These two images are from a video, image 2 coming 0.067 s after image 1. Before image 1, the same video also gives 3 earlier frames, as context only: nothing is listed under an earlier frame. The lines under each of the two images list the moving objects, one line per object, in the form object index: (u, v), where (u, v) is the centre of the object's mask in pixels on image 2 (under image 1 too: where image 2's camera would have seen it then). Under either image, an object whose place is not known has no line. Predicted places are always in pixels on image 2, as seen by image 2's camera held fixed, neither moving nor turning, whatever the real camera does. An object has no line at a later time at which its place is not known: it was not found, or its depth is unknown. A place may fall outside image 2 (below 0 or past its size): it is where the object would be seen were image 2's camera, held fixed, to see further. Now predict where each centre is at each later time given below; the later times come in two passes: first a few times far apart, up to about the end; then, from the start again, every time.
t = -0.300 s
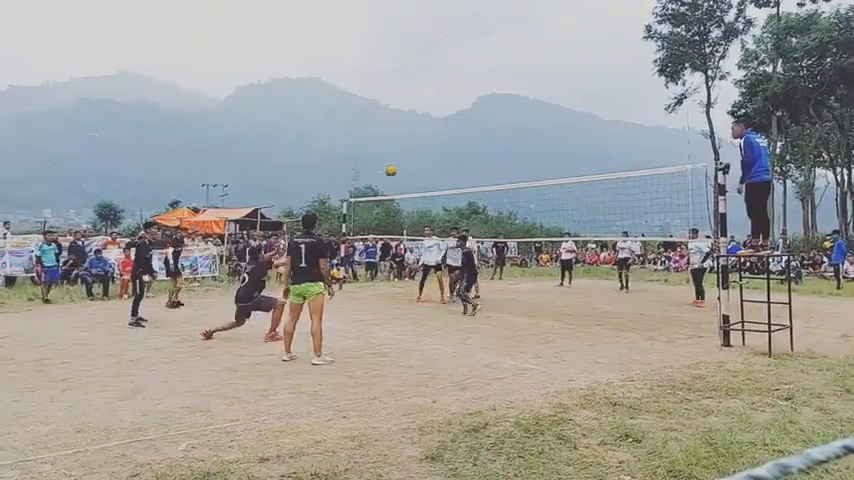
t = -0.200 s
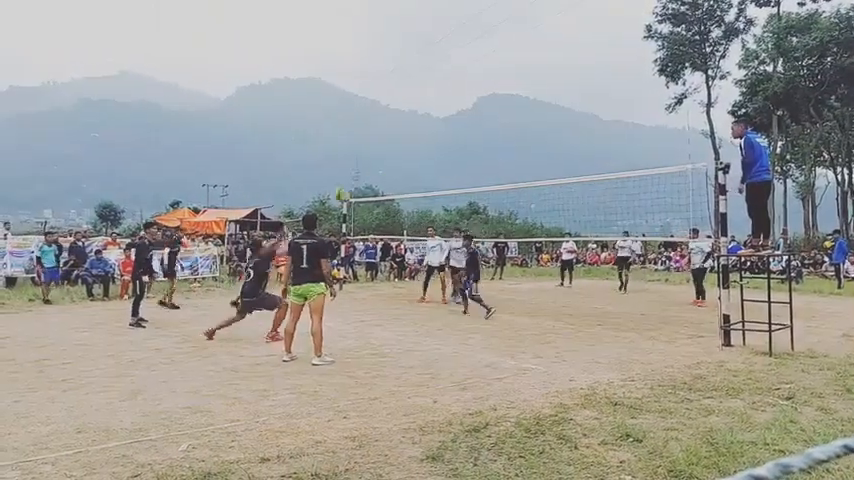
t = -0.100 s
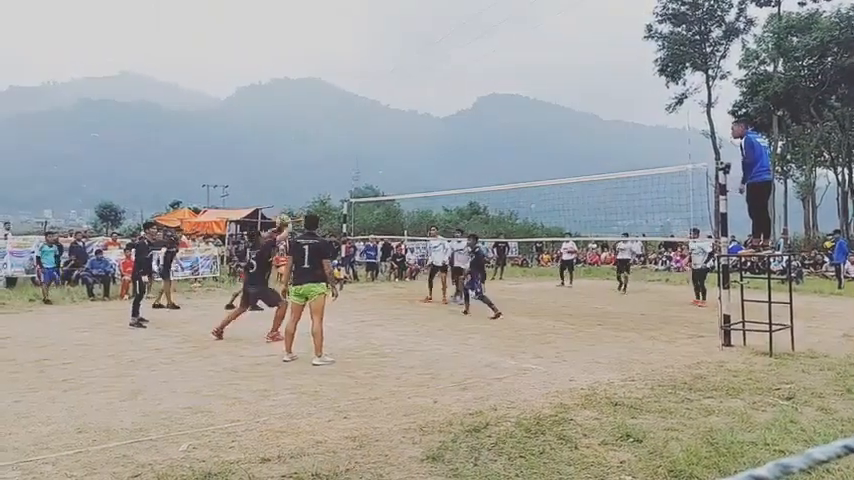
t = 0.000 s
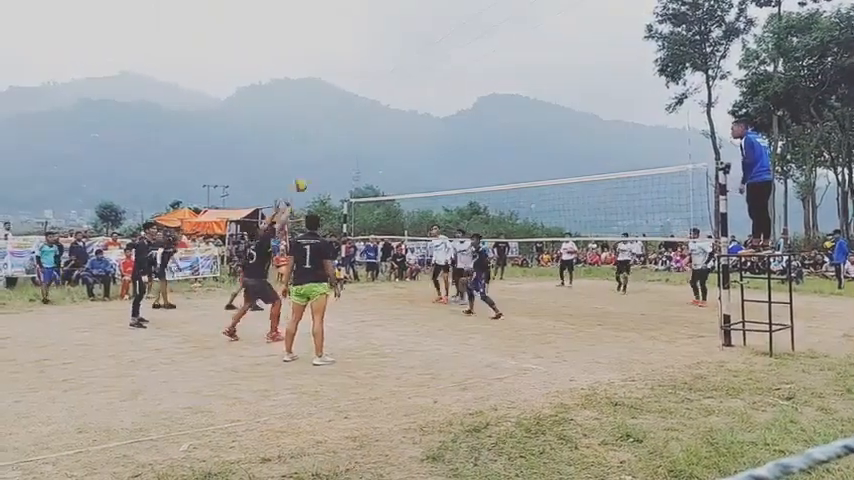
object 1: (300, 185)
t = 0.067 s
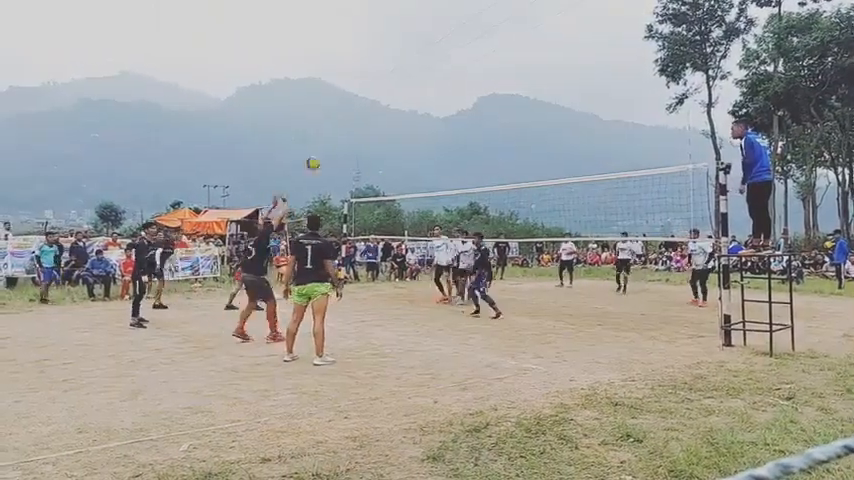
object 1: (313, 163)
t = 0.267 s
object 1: (349, 117)
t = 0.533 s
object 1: (392, 99)
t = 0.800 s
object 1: (432, 125)
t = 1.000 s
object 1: (459, 171)
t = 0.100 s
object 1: (318, 153)
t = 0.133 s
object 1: (324, 145)
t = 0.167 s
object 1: (330, 137)
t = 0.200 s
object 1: (336, 129)
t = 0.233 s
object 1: (342, 123)
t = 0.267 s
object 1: (349, 117)
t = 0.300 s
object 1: (354, 113)
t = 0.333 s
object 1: (360, 109)
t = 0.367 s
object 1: (365, 106)
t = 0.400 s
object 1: (371, 103)
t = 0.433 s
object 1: (376, 101)
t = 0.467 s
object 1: (381, 99)
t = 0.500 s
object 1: (387, 99)
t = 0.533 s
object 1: (392, 99)
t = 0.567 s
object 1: (397, 99)
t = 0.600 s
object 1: (402, 101)
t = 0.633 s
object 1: (407, 104)
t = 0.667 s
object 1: (412, 107)
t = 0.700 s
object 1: (417, 110)
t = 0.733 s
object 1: (422, 115)
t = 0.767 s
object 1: (427, 120)
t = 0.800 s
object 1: (432, 125)
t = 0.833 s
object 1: (437, 131)
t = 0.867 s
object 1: (441, 138)
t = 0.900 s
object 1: (446, 146)
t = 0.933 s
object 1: (450, 153)
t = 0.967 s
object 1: (454, 162)
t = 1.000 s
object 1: (459, 171)
